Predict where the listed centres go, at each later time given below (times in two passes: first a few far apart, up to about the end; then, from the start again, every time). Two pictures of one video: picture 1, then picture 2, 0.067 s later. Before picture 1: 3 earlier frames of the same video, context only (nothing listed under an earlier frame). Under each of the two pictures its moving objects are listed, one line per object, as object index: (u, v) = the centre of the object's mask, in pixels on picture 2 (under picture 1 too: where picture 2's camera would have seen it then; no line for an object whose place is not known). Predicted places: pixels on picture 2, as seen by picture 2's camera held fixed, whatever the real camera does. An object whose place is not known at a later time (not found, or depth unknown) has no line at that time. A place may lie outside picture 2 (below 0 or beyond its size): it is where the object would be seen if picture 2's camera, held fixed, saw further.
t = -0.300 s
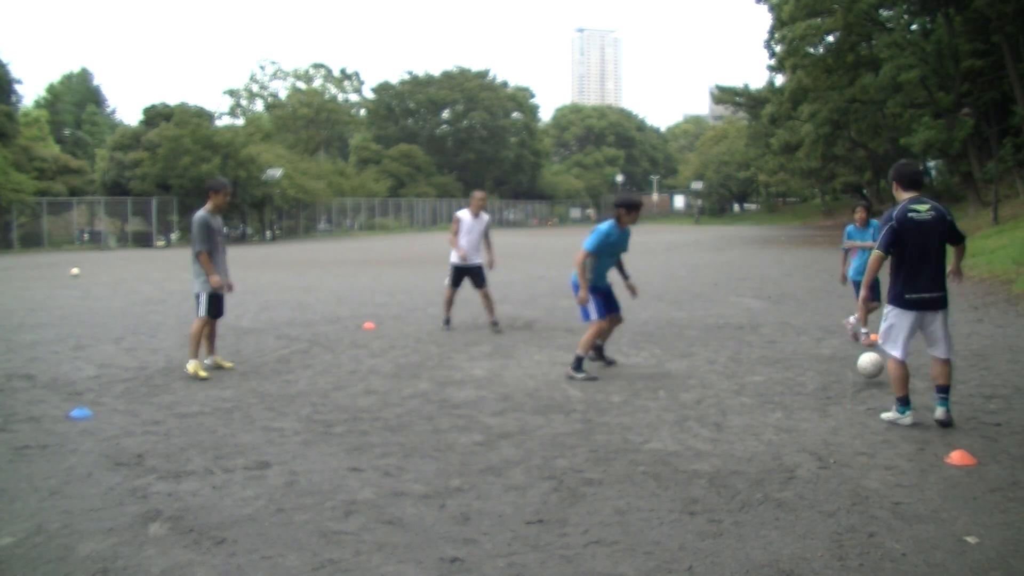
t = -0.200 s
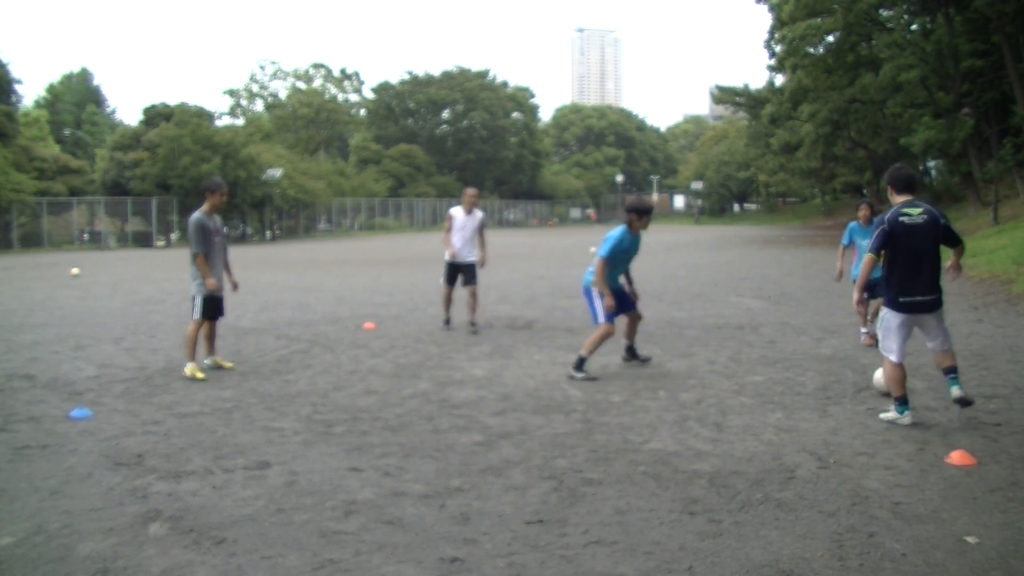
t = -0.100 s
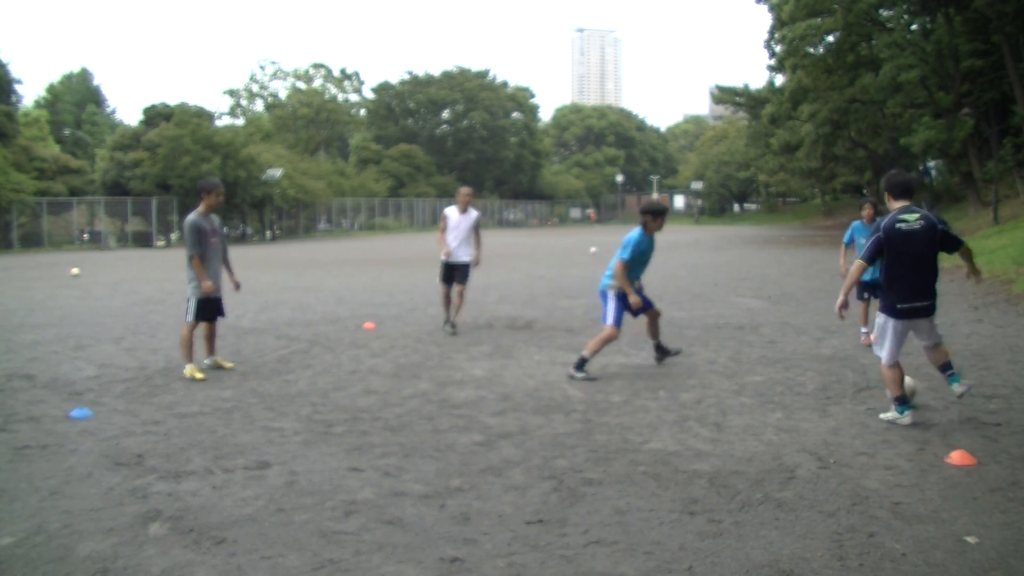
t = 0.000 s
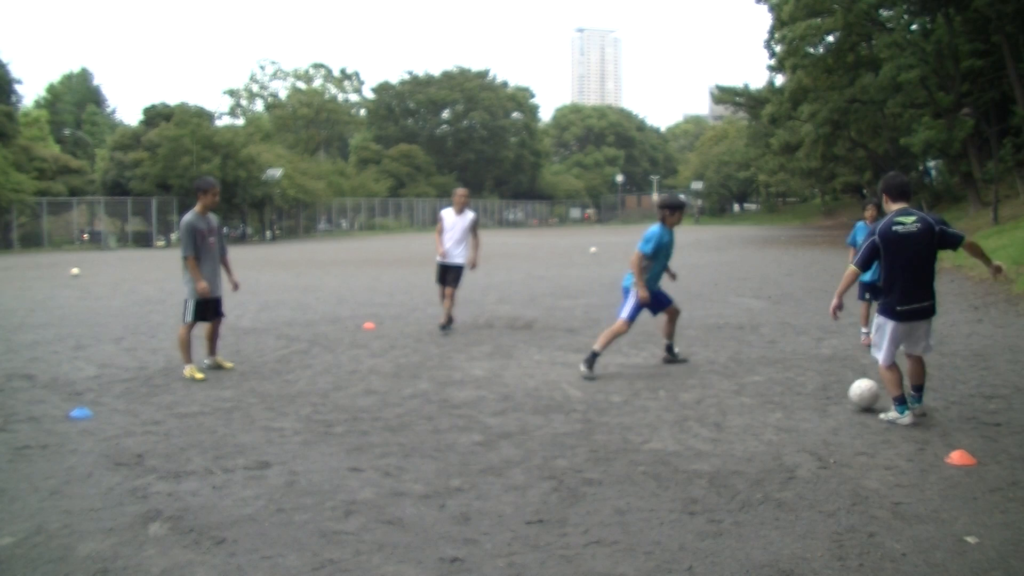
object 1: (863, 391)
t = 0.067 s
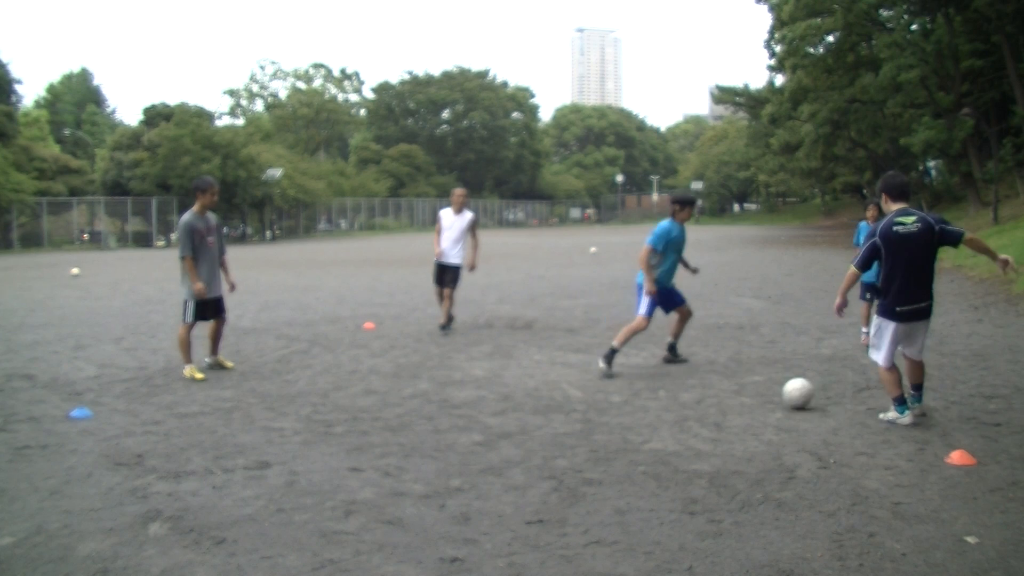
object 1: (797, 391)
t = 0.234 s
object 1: (655, 384)
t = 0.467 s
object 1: (497, 382)
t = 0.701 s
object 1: (370, 378)
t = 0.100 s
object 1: (765, 390)
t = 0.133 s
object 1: (735, 389)
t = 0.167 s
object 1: (707, 388)
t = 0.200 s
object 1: (681, 385)
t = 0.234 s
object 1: (655, 384)
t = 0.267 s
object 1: (629, 383)
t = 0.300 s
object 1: (605, 385)
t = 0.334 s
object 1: (582, 384)
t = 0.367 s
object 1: (560, 382)
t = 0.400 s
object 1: (539, 382)
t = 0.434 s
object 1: (517, 383)
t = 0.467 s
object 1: (497, 382)
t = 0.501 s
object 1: (478, 382)
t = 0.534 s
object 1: (459, 381)
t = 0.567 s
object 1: (440, 381)
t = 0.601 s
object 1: (422, 380)
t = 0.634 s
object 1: (405, 380)
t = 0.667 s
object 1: (387, 381)
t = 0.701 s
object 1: (370, 378)
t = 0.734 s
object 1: (353, 376)
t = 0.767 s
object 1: (337, 376)
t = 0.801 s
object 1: (320, 377)
